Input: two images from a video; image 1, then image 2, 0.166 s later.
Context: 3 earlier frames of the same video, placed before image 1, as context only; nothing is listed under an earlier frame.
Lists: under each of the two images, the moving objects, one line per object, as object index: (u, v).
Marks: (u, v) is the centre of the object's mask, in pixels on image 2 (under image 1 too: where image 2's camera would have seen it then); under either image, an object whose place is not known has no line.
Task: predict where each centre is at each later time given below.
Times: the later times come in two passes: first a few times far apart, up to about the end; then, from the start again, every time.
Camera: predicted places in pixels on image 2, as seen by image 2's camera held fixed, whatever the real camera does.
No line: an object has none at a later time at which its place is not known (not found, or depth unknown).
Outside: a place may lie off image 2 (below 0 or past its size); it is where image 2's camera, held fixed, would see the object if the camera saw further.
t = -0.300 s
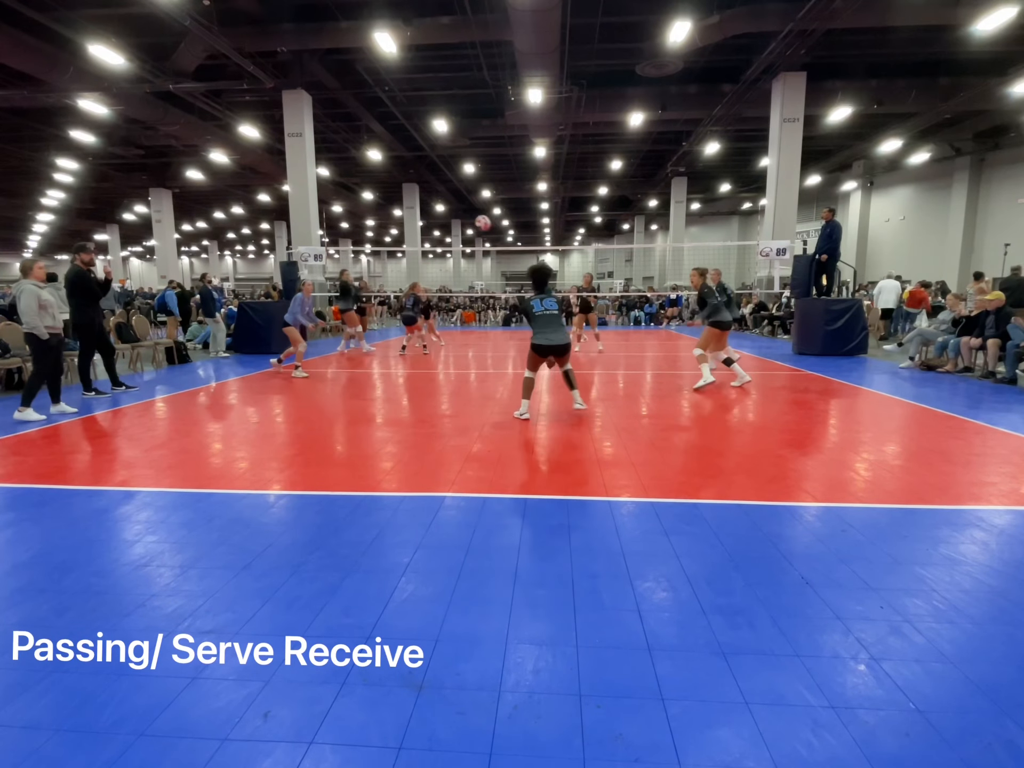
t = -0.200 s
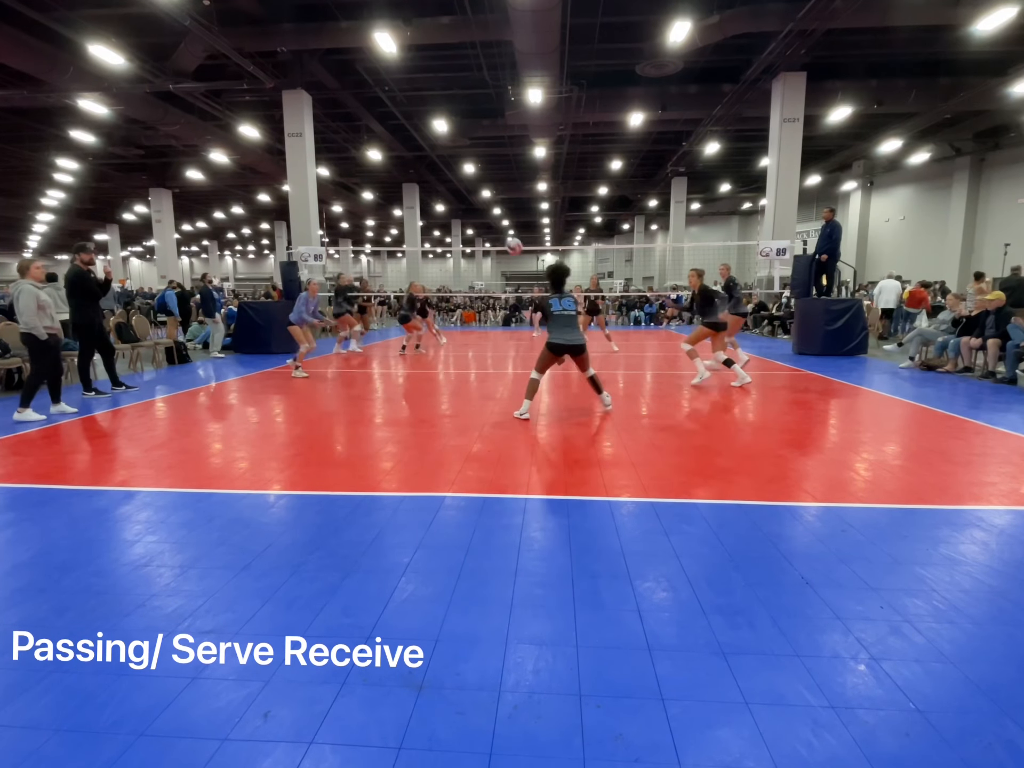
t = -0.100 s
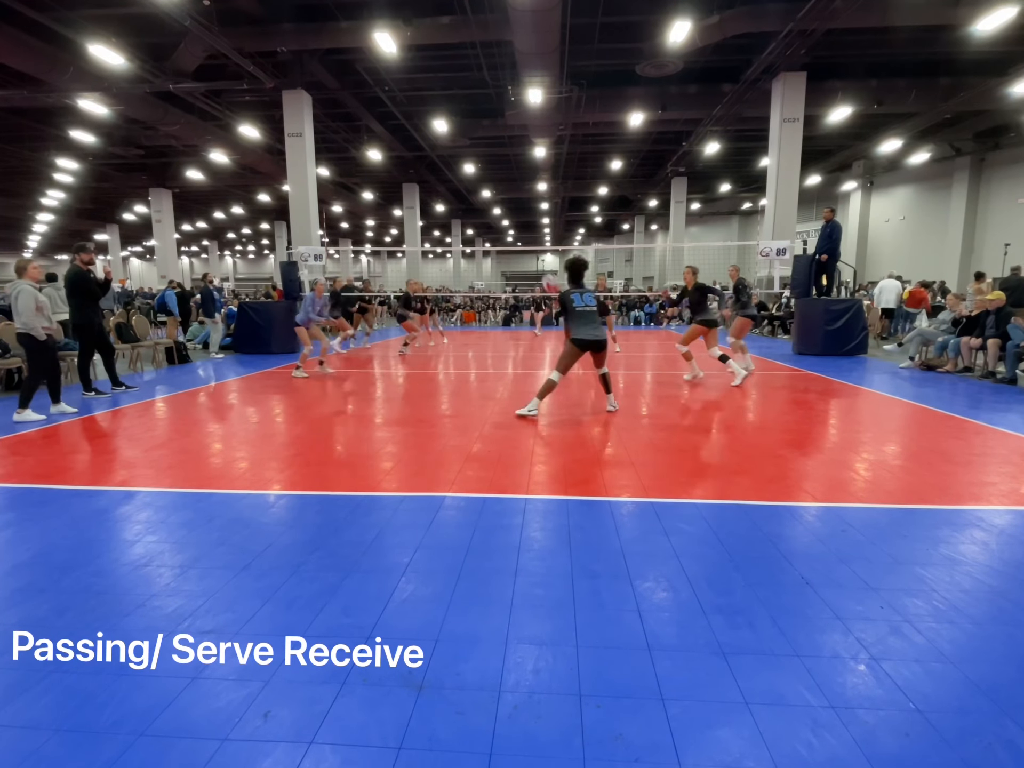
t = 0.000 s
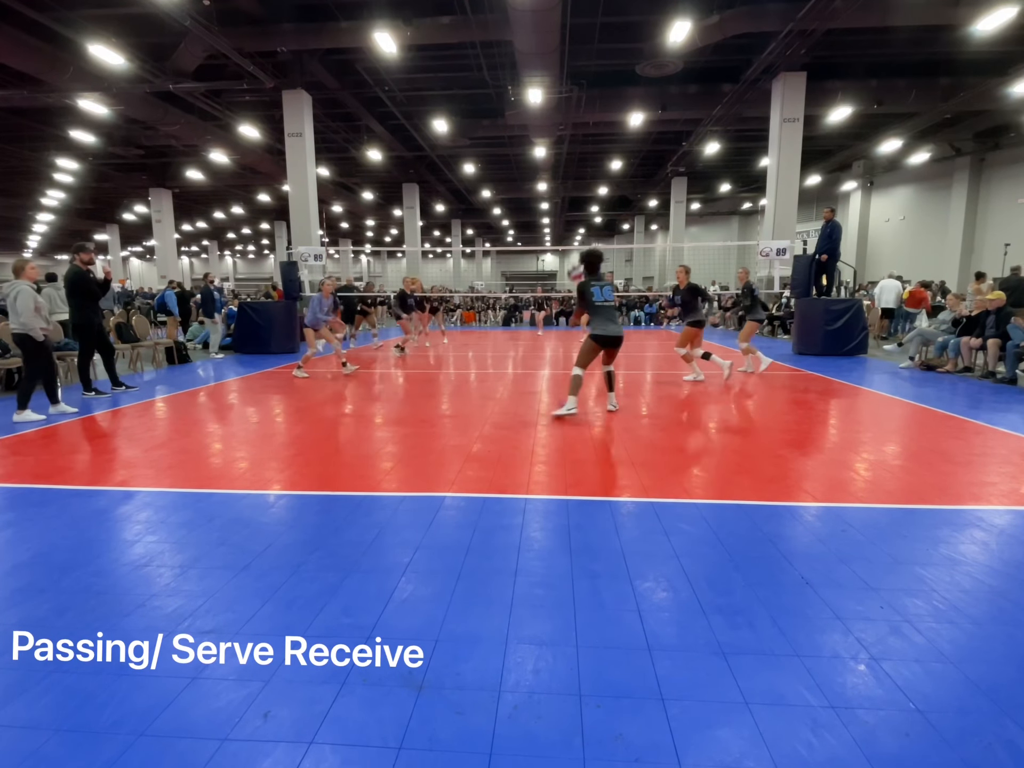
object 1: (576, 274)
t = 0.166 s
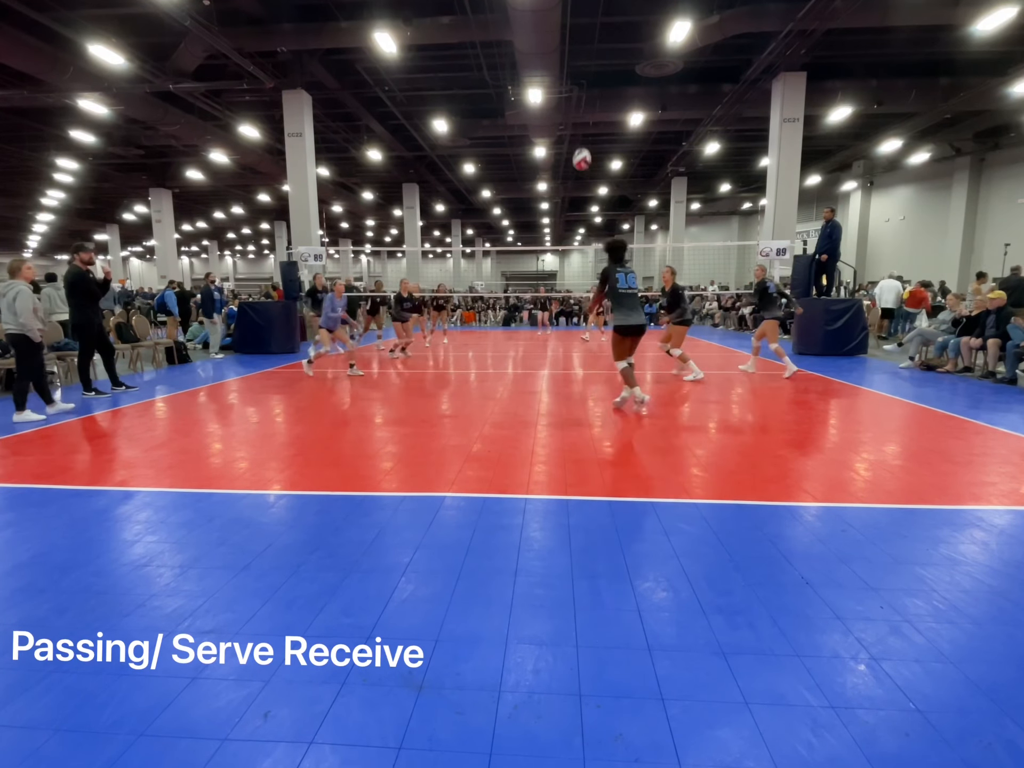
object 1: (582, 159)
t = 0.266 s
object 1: (586, 108)
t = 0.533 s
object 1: (594, 26)
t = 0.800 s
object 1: (601, 9)
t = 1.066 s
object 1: (606, 45)
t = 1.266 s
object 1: (608, 97)
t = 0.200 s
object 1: (583, 141)
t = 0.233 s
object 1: (584, 124)
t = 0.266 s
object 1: (586, 108)
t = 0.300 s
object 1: (587, 94)
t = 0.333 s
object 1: (588, 80)
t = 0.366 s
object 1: (589, 69)
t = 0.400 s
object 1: (590, 58)
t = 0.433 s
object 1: (591, 48)
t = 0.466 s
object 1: (592, 40)
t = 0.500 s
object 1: (593, 32)
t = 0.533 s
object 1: (594, 26)
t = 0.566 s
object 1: (595, 21)
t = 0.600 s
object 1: (596, 17)
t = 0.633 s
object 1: (597, 13)
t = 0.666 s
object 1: (598, 10)
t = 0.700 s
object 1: (599, 9)
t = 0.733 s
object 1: (600, 9)
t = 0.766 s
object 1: (601, 9)
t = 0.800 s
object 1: (601, 9)
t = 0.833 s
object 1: (602, 11)
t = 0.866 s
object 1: (603, 14)
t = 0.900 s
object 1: (603, 17)
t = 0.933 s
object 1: (604, 22)
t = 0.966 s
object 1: (604, 26)
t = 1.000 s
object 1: (605, 32)
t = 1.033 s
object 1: (606, 38)
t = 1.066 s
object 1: (606, 45)
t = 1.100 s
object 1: (607, 52)
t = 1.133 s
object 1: (607, 60)
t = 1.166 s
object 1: (607, 69)
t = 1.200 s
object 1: (608, 78)
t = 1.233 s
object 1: (608, 87)
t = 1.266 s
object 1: (608, 97)
